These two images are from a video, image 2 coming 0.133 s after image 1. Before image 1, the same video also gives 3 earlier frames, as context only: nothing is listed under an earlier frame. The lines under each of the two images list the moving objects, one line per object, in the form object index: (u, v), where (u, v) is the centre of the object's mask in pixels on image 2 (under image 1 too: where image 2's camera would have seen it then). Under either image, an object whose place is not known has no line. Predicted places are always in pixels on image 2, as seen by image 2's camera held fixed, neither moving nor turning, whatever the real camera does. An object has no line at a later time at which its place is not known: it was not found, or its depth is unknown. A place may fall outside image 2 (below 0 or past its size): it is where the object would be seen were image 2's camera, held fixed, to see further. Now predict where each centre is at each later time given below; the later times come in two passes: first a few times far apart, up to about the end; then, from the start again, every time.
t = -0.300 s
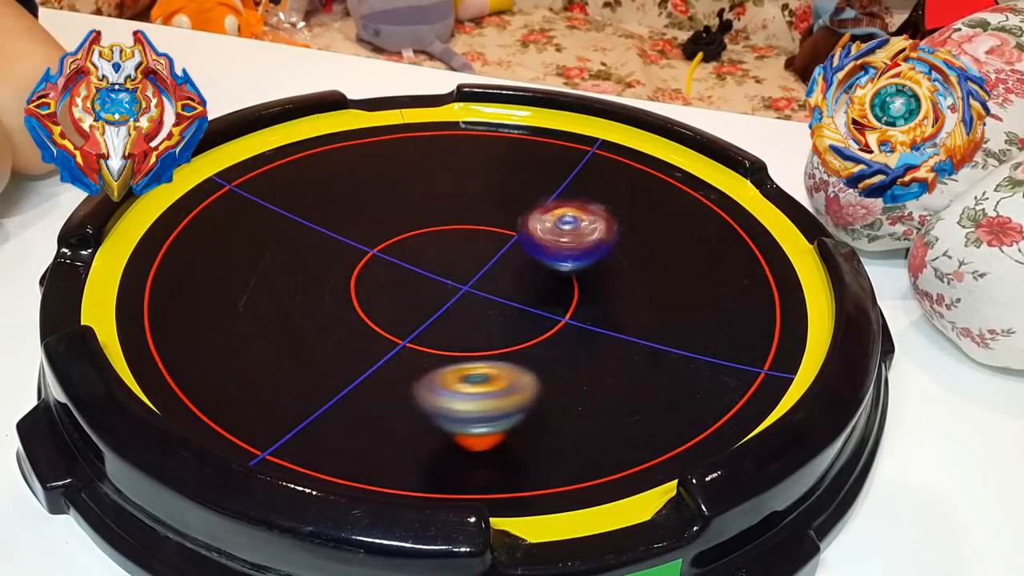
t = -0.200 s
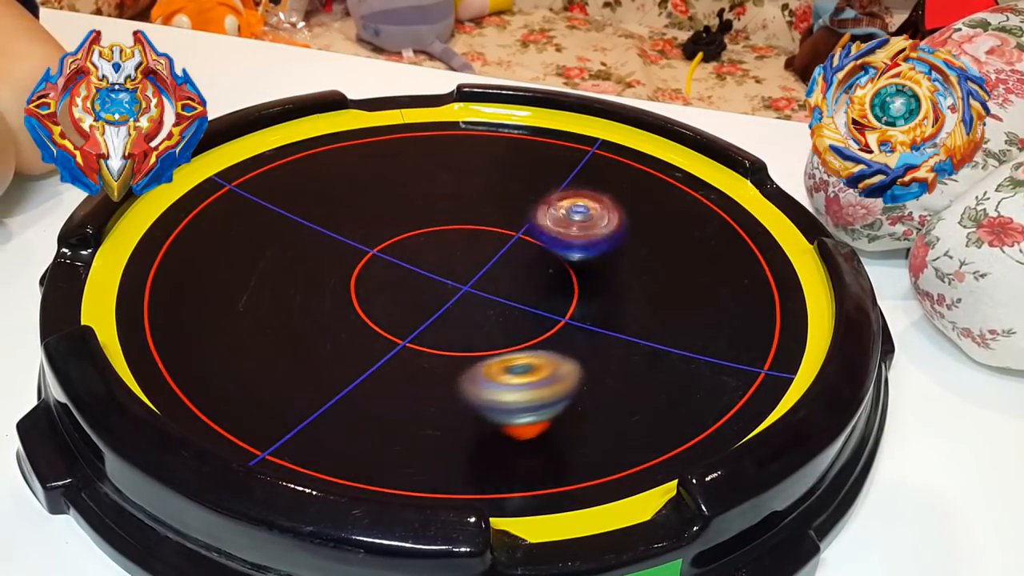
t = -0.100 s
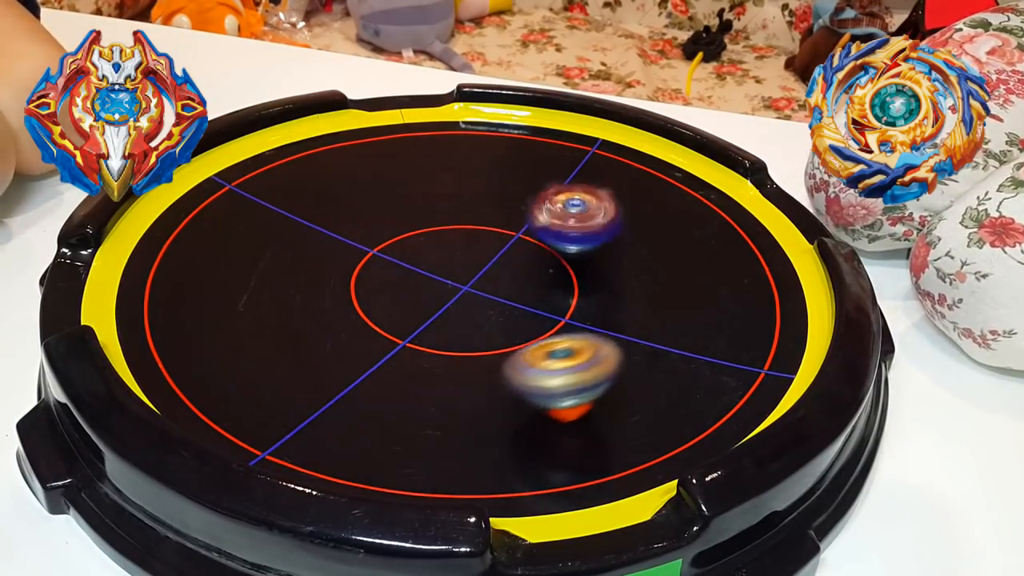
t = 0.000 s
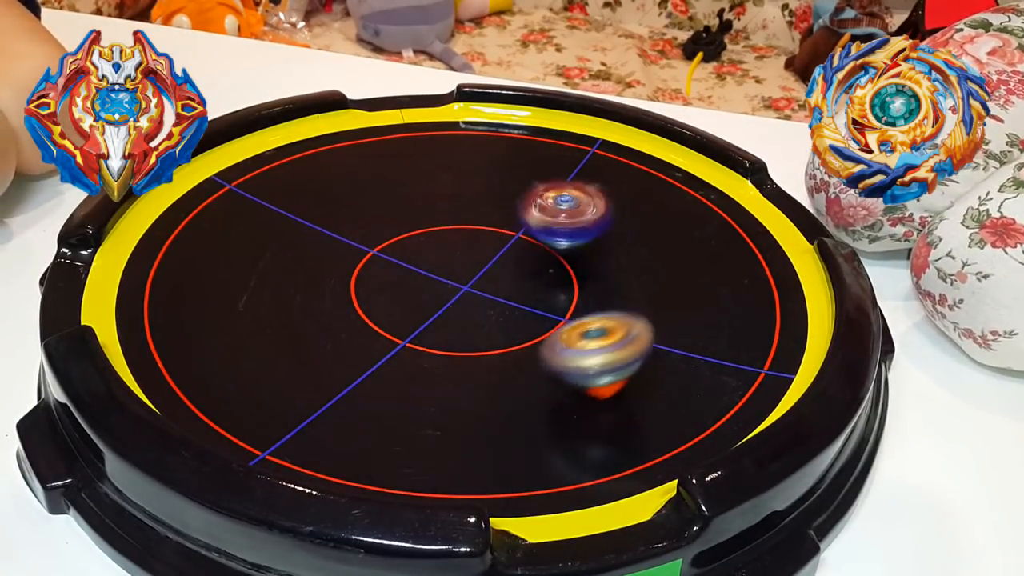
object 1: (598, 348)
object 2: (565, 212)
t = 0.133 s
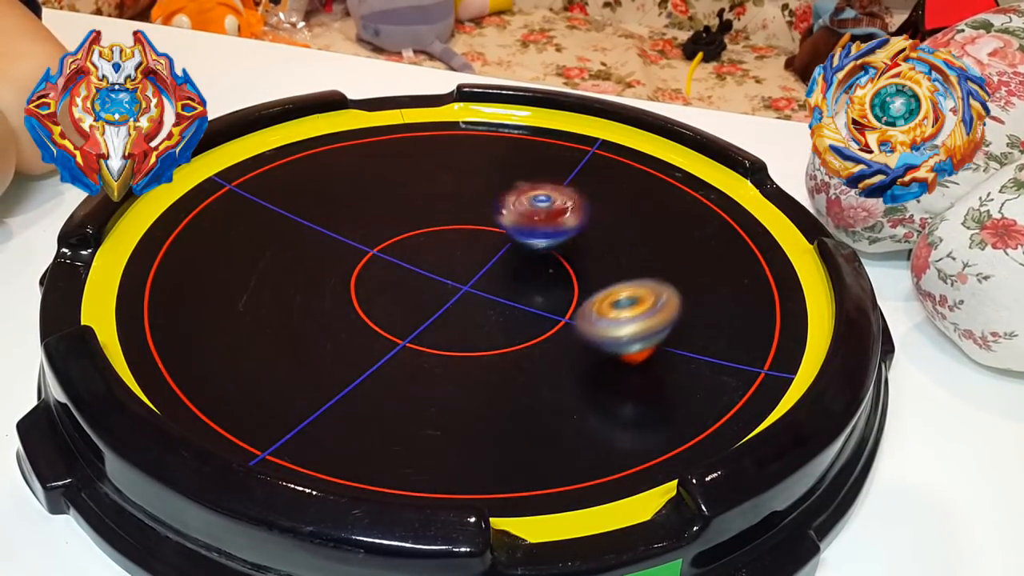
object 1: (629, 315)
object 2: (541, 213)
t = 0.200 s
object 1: (638, 299)
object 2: (529, 216)
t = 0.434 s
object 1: (640, 241)
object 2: (463, 242)
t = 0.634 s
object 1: (609, 202)
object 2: (430, 273)
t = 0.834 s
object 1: (557, 173)
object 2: (429, 301)
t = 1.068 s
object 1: (482, 155)
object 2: (463, 303)
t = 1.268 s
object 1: (415, 153)
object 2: (486, 282)
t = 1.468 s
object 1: (352, 163)
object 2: (483, 247)
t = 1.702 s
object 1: (299, 190)
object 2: (450, 219)
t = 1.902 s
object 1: (282, 225)
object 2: (422, 211)
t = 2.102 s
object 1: (303, 264)
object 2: (410, 216)
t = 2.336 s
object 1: (378, 308)
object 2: (421, 232)
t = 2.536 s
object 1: (468, 326)
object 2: (453, 251)
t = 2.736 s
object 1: (557, 322)
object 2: (497, 260)
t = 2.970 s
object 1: (634, 293)
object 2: (535, 262)
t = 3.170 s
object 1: (663, 257)
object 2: (540, 258)
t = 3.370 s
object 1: (658, 224)
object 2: (528, 256)
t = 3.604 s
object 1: (614, 194)
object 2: (496, 252)
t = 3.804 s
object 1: (558, 182)
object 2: (453, 251)
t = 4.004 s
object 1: (495, 182)
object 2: (420, 255)
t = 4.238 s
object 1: (418, 196)
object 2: (409, 262)
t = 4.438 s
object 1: (354, 223)
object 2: (434, 274)
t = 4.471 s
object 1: (346, 228)
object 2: (441, 276)
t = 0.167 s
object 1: (634, 307)
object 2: (535, 214)
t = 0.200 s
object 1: (638, 299)
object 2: (529, 216)
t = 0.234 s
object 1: (641, 290)
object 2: (519, 219)
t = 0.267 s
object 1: (643, 281)
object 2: (512, 220)
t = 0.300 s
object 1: (645, 272)
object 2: (501, 224)
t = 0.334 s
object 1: (645, 264)
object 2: (489, 228)
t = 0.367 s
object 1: (644, 257)
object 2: (482, 233)
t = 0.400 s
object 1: (642, 249)
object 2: (472, 237)
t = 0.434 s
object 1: (640, 241)
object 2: (463, 242)
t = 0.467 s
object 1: (637, 233)
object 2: (458, 246)
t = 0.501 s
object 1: (633, 227)
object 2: (450, 251)
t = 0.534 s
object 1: (628, 220)
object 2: (445, 257)
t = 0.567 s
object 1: (623, 214)
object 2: (438, 263)
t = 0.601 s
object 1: (616, 208)
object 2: (433, 267)
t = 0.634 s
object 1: (609, 202)
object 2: (430, 273)
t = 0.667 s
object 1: (602, 196)
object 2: (427, 279)
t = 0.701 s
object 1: (594, 191)
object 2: (427, 284)
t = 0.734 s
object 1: (585, 186)
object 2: (425, 290)
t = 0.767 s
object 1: (576, 181)
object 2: (425, 295)
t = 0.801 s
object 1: (567, 177)
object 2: (427, 299)
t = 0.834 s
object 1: (557, 173)
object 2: (429, 301)
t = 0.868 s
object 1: (547, 169)
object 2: (433, 305)
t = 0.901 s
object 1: (536, 167)
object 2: (436, 306)
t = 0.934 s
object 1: (526, 164)
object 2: (443, 306)
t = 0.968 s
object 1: (515, 161)
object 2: (450, 307)
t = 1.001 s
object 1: (505, 159)
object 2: (455, 306)
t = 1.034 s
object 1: (493, 156)
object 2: (461, 305)
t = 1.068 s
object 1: (482, 155)
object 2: (463, 303)
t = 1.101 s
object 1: (471, 153)
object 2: (470, 301)
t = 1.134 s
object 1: (459, 153)
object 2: (472, 297)
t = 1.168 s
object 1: (448, 152)
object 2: (476, 294)
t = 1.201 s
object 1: (437, 152)
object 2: (481, 291)
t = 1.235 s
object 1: (426, 153)
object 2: (484, 286)
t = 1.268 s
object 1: (415, 153)
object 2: (486, 282)
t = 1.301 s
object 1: (404, 154)
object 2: (487, 276)
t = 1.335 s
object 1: (393, 156)
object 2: (490, 272)
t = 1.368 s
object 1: (382, 157)
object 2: (489, 266)
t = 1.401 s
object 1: (372, 159)
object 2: (489, 260)
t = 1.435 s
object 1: (361, 161)
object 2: (484, 253)
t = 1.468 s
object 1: (352, 163)
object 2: (483, 247)
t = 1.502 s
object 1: (342, 166)
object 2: (478, 242)
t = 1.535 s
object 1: (334, 170)
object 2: (476, 238)
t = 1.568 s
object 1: (326, 172)
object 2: (471, 234)
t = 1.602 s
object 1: (318, 177)
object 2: (468, 230)
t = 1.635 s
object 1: (311, 181)
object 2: (462, 227)
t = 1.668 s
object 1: (305, 185)
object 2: (455, 221)
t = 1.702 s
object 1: (299, 190)
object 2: (450, 219)
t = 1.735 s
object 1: (295, 196)
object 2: (445, 216)
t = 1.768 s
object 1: (291, 201)
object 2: (441, 215)
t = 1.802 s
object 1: (287, 206)
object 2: (435, 212)
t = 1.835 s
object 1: (285, 212)
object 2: (430, 212)
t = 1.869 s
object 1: (283, 218)
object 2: (425, 211)
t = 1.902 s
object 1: (282, 225)
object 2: (422, 211)
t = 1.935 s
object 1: (283, 231)
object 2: (417, 211)
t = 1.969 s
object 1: (285, 238)
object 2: (416, 211)
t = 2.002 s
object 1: (287, 244)
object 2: (413, 212)
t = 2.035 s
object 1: (292, 251)
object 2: (412, 213)
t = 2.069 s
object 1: (297, 258)
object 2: (409, 214)
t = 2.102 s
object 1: (303, 264)
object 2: (410, 216)
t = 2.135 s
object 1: (310, 271)
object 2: (410, 218)
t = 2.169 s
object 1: (320, 278)
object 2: (411, 219)
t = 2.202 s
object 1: (329, 285)
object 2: (411, 221)
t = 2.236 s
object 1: (340, 291)
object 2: (413, 224)
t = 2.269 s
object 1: (351, 297)
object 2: (412, 226)
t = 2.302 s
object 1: (365, 303)
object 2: (419, 229)
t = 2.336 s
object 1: (378, 308)
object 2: (421, 232)
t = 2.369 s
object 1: (392, 312)
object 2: (426, 236)
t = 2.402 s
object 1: (406, 316)
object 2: (428, 239)
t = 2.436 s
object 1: (422, 320)
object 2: (434, 241)
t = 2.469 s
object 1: (437, 323)
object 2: (438, 244)
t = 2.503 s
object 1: (452, 325)
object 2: (446, 247)
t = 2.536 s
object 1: (468, 326)
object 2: (453, 251)
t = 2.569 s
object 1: (483, 327)
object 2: (463, 254)
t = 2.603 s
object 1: (499, 327)
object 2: (470, 256)
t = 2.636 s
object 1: (514, 327)
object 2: (480, 257)
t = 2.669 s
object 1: (528, 326)
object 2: (484, 258)
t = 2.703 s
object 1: (543, 325)
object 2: (492, 259)
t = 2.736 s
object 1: (557, 322)
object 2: (497, 260)
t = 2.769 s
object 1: (570, 319)
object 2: (504, 261)
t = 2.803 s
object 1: (583, 316)
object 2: (509, 262)
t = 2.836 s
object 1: (595, 312)
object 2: (515, 263)
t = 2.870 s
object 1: (607, 308)
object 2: (523, 264)
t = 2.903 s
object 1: (616, 303)
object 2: (527, 263)
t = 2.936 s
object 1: (626, 298)
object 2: (532, 263)
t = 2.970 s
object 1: (634, 293)
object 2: (535, 262)
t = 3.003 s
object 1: (641, 287)
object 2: (536, 259)
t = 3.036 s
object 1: (648, 281)
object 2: (536, 260)
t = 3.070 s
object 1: (653, 275)
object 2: (539, 261)
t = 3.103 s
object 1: (658, 269)
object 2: (540, 260)
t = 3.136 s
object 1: (661, 263)
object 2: (541, 259)
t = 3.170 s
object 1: (663, 257)
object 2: (540, 258)
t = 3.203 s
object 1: (665, 251)
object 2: (539, 258)
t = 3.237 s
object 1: (665, 245)
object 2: (538, 258)
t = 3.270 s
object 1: (665, 240)
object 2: (536, 257)
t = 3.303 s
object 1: (663, 234)
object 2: (535, 256)
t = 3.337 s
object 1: (662, 229)
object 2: (530, 256)
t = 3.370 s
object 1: (658, 224)
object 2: (528, 256)
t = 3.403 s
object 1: (654, 219)
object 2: (523, 256)
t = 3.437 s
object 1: (649, 214)
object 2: (520, 256)
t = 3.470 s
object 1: (644, 210)
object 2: (515, 254)
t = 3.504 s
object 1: (637, 205)
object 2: (511, 255)
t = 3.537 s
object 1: (630, 201)
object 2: (507, 254)
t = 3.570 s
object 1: (622, 198)
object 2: (501, 253)
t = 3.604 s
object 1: (614, 194)
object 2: (496, 252)
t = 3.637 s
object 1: (606, 191)
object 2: (487, 250)
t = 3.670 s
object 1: (597, 189)
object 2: (481, 251)
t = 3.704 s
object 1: (587, 186)
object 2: (474, 250)
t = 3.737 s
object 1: (578, 184)
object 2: (468, 251)
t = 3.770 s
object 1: (568, 182)
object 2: (462, 250)
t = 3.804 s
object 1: (558, 182)
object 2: (453, 251)
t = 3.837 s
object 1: (548, 181)
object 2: (448, 252)
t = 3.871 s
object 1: (538, 180)
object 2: (443, 250)
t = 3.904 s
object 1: (527, 180)
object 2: (435, 253)
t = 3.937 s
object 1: (517, 180)
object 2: (429, 253)
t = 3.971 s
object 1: (506, 181)
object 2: (423, 253)
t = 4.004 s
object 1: (495, 182)
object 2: (420, 255)
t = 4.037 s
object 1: (484, 184)
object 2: (416, 255)
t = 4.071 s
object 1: (474, 185)
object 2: (414, 256)
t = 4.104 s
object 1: (463, 187)
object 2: (412, 257)
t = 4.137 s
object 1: (453, 190)
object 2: (409, 259)
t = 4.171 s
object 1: (443, 192)
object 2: (410, 260)
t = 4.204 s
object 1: (432, 194)
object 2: (408, 260)
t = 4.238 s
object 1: (418, 196)
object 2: (409, 262)
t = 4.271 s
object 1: (407, 201)
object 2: (409, 263)
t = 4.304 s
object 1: (396, 203)
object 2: (411, 265)
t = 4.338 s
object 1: (386, 207)
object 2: (413, 265)
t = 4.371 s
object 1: (374, 212)
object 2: (415, 266)
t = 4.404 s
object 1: (363, 218)
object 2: (424, 269)
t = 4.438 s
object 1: (354, 223)
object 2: (434, 274)
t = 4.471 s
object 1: (346, 228)
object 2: (441, 276)
